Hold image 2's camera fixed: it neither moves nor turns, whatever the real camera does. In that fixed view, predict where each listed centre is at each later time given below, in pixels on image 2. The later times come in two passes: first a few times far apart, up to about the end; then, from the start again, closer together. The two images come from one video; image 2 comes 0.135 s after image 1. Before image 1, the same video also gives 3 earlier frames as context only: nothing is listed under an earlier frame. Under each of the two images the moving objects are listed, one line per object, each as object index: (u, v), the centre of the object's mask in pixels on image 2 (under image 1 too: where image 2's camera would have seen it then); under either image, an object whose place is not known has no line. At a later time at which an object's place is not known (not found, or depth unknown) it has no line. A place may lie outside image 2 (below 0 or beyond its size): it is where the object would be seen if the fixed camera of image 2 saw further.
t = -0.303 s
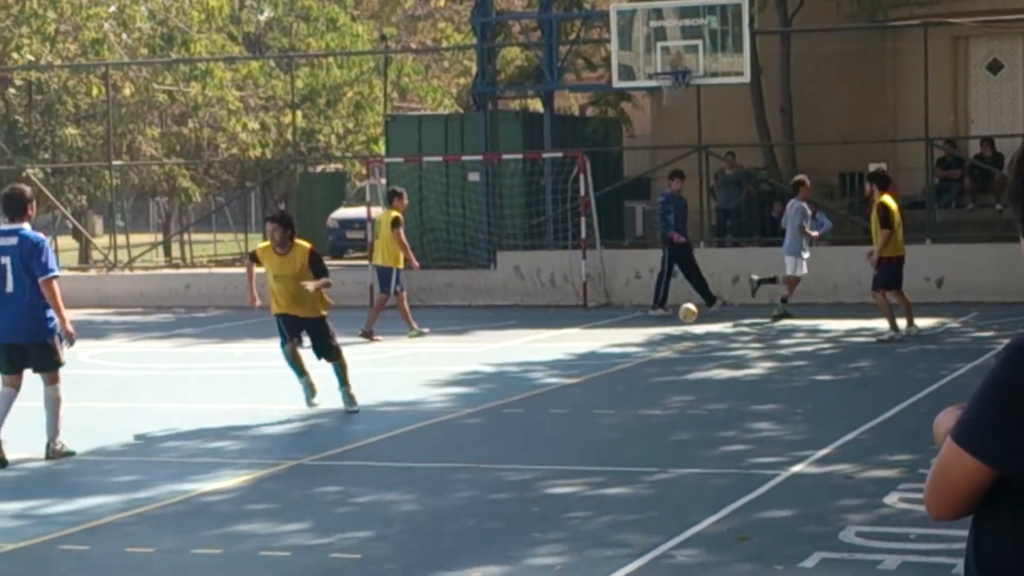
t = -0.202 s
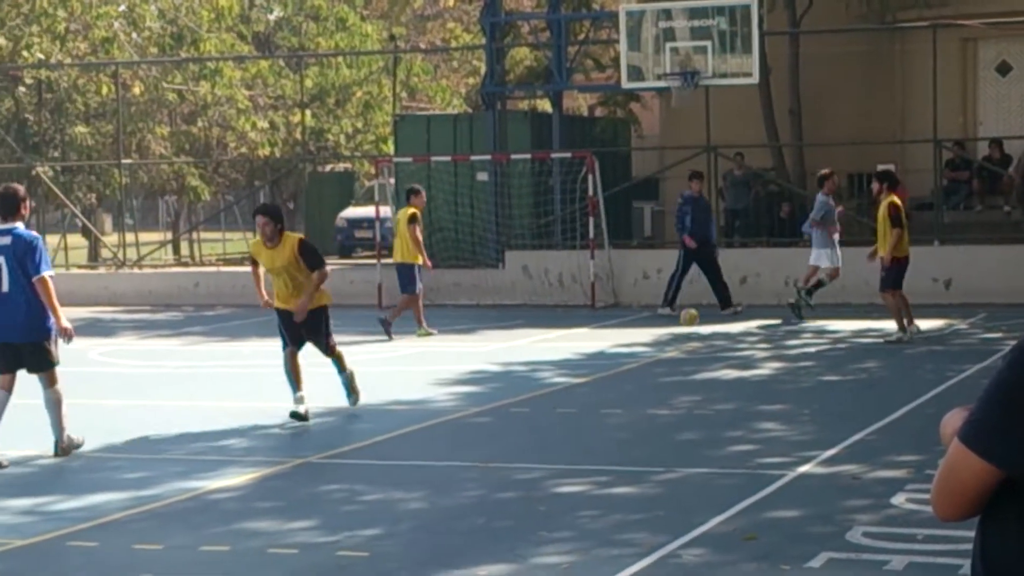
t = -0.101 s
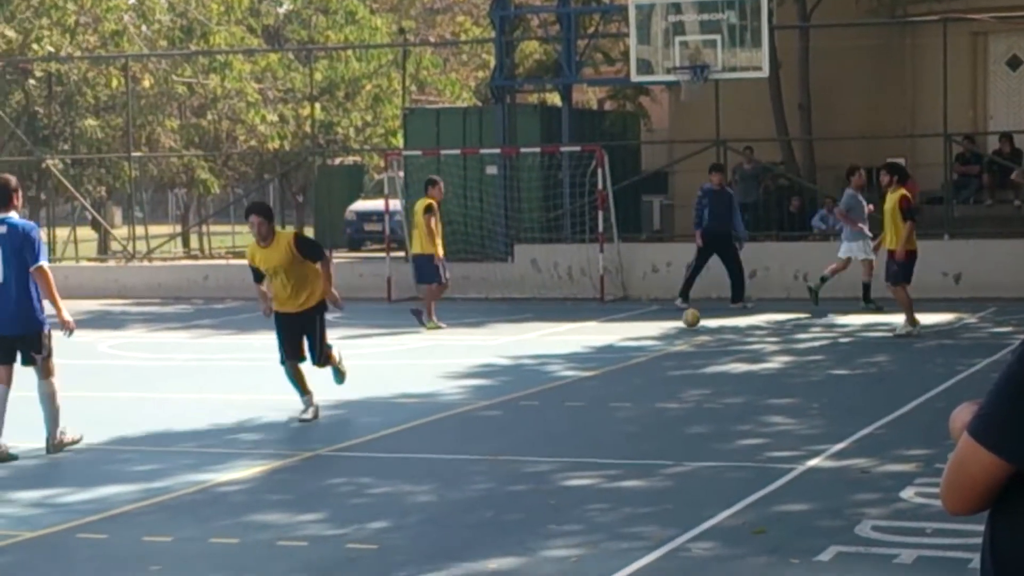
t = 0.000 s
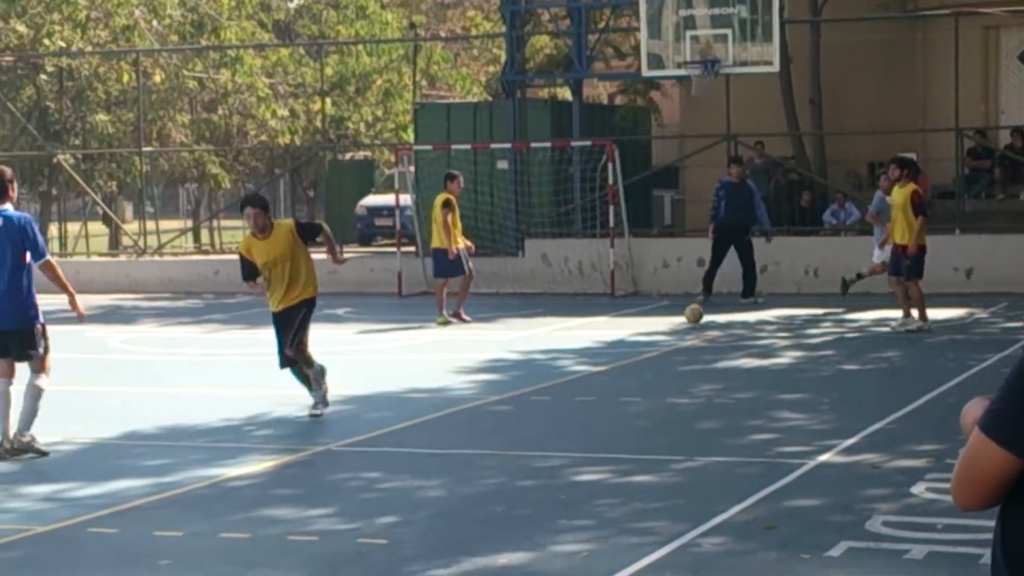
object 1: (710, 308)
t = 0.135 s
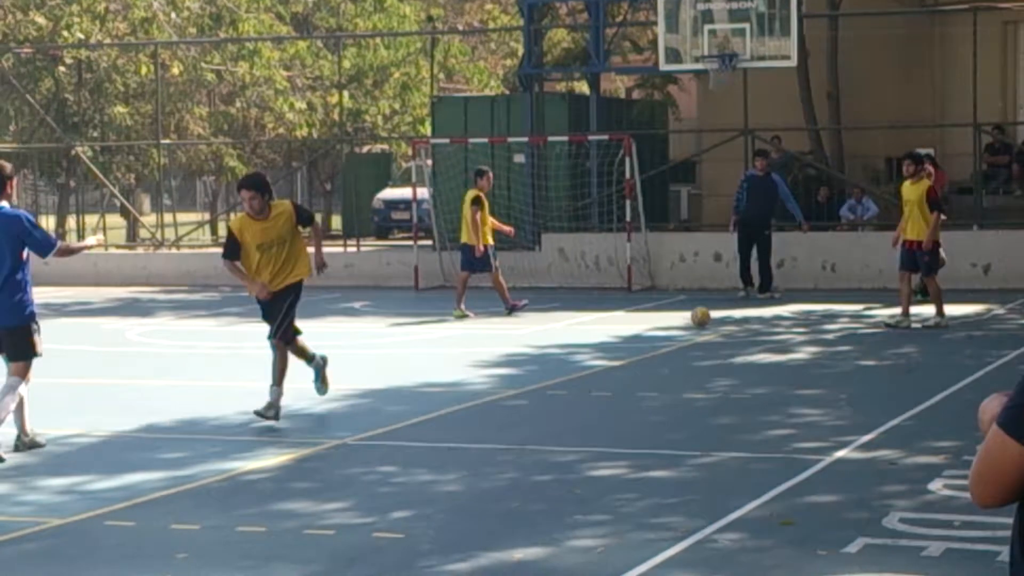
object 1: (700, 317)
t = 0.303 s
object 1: (687, 323)
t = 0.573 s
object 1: (663, 336)
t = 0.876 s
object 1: (632, 350)
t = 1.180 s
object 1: (599, 366)
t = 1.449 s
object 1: (564, 381)
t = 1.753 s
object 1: (520, 401)
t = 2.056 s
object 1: (470, 425)
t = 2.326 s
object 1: (420, 449)
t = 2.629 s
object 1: (355, 484)
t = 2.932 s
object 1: (276, 523)
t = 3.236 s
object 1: (176, 577)
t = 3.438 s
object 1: (92, 620)
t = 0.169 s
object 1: (698, 317)
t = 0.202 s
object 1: (695, 317)
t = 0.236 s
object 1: (692, 321)
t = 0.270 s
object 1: (690, 323)
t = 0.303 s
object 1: (687, 323)
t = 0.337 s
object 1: (683, 325)
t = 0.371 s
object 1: (681, 328)
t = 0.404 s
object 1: (678, 328)
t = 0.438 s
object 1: (675, 329)
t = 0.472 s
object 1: (672, 332)
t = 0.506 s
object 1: (669, 333)
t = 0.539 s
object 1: (666, 334)
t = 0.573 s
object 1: (663, 336)
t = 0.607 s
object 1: (659, 338)
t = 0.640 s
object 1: (656, 339)
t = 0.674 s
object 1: (653, 341)
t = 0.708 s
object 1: (650, 342)
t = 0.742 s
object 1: (646, 344)
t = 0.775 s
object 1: (643, 346)
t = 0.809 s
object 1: (640, 347)
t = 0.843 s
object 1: (637, 348)
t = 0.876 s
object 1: (632, 350)
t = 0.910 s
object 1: (629, 351)
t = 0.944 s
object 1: (626, 353)
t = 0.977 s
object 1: (622, 356)
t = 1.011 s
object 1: (618, 357)
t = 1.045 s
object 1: (615, 358)
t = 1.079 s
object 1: (611, 360)
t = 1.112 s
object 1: (607, 363)
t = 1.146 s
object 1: (602, 364)
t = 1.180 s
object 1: (599, 366)
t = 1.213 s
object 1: (595, 368)
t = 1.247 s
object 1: (590, 370)
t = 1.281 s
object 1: (586, 372)
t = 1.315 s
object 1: (581, 374)
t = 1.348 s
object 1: (577, 375)
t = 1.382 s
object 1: (574, 377)
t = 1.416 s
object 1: (569, 379)
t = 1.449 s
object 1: (564, 381)
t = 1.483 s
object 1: (560, 383)
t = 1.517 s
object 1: (555, 386)
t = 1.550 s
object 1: (550, 387)
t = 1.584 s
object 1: (545, 389)
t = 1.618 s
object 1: (540, 391)
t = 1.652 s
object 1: (535, 394)
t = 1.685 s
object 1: (530, 396)
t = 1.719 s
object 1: (525, 398)
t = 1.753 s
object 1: (520, 401)
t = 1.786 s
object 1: (514, 403)
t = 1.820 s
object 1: (509, 406)
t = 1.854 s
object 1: (503, 408)
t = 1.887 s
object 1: (498, 412)
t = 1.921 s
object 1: (493, 414)
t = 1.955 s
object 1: (487, 417)
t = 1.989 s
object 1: (481, 419)
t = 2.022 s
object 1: (476, 422)
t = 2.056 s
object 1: (470, 425)
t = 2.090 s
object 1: (464, 427)
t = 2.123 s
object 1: (458, 430)
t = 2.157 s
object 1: (452, 433)
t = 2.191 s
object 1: (446, 436)
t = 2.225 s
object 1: (440, 439)
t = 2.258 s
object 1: (433, 442)
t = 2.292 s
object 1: (427, 446)
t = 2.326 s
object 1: (420, 449)
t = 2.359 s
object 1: (414, 453)
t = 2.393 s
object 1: (407, 457)
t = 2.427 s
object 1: (400, 460)
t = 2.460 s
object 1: (393, 464)
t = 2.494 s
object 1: (386, 468)
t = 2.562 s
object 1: (371, 476)
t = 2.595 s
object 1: (363, 480)
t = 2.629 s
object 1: (355, 484)
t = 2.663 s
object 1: (347, 488)
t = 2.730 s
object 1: (331, 496)
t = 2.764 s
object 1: (322, 500)
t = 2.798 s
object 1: (313, 504)
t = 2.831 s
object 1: (304, 509)
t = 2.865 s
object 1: (295, 514)
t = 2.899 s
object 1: (285, 519)
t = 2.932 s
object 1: (276, 523)
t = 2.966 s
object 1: (266, 529)
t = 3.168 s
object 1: (200, 562)
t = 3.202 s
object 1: (188, 569)
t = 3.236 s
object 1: (176, 577)
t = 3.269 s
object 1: (163, 583)
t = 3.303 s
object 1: (149, 590)
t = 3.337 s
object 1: (136, 597)
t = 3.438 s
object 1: (92, 620)
